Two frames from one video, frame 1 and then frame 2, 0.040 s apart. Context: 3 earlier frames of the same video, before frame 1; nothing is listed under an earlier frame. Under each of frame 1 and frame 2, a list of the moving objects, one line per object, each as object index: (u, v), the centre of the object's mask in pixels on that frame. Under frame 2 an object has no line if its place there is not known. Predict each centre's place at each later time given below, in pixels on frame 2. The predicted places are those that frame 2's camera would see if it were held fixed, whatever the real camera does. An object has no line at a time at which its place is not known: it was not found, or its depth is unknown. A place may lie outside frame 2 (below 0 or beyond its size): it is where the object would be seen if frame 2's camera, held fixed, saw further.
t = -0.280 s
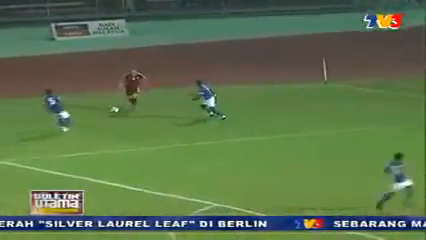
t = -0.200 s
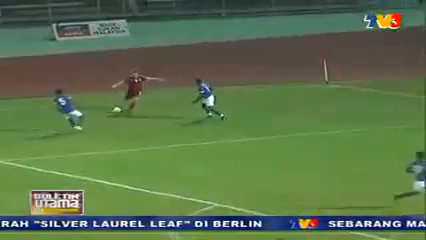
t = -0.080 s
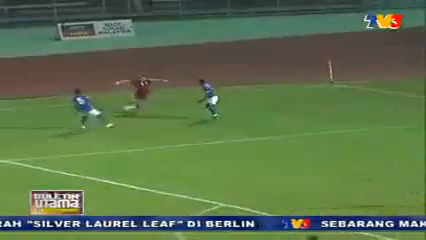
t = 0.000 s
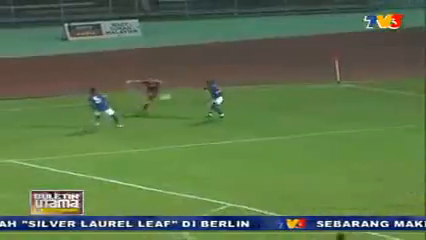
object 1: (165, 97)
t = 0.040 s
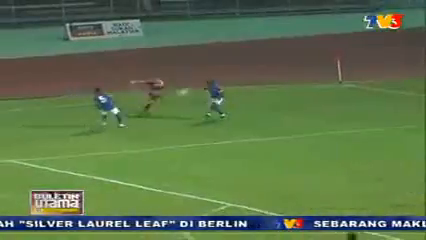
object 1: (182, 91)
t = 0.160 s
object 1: (226, 81)
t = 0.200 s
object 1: (236, 79)
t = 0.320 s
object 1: (266, 78)
